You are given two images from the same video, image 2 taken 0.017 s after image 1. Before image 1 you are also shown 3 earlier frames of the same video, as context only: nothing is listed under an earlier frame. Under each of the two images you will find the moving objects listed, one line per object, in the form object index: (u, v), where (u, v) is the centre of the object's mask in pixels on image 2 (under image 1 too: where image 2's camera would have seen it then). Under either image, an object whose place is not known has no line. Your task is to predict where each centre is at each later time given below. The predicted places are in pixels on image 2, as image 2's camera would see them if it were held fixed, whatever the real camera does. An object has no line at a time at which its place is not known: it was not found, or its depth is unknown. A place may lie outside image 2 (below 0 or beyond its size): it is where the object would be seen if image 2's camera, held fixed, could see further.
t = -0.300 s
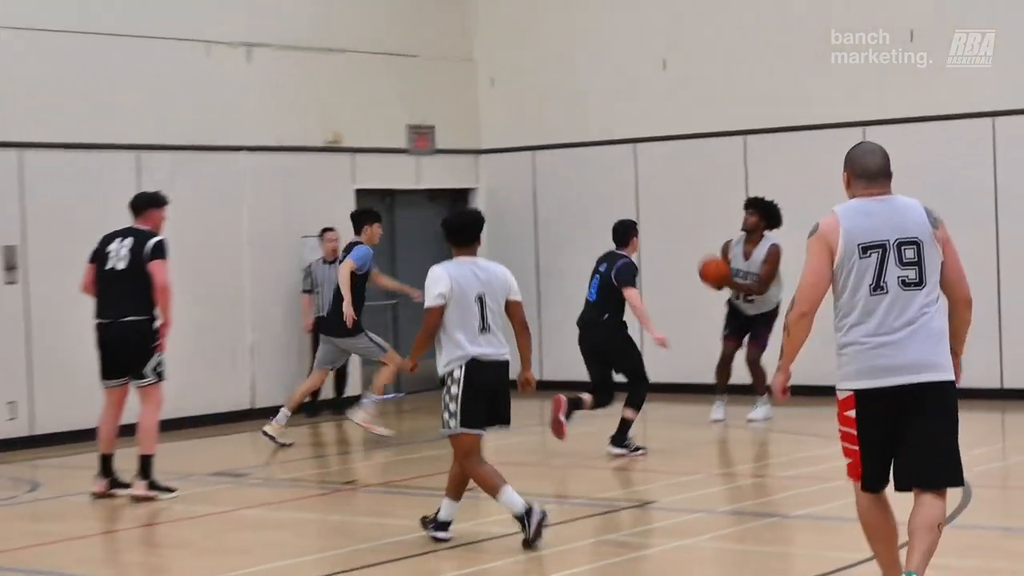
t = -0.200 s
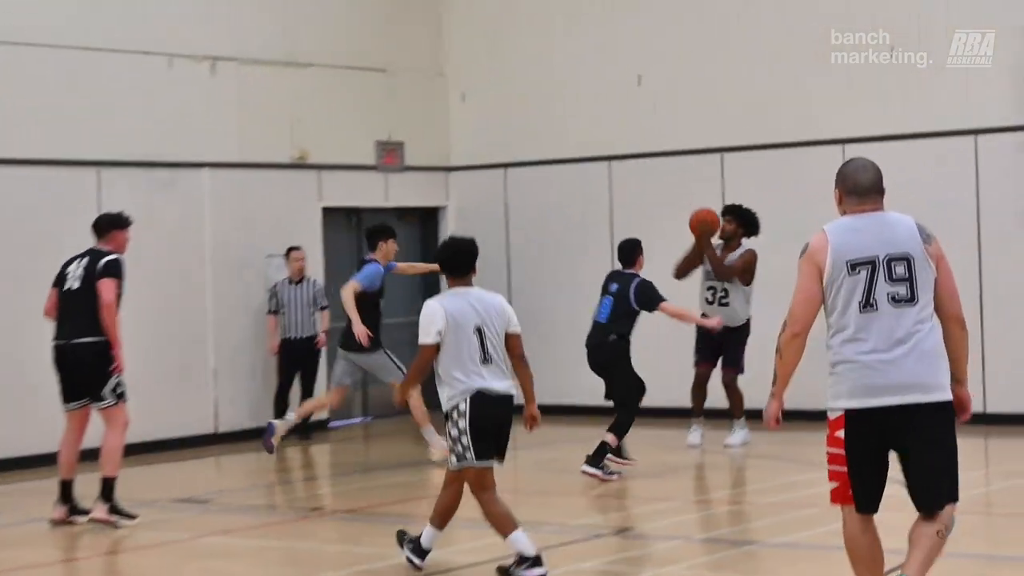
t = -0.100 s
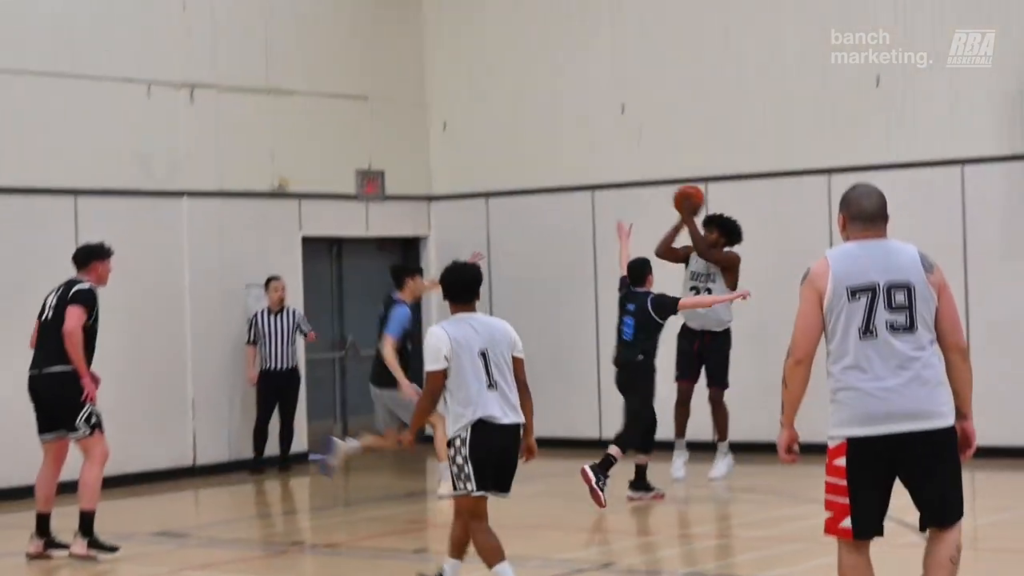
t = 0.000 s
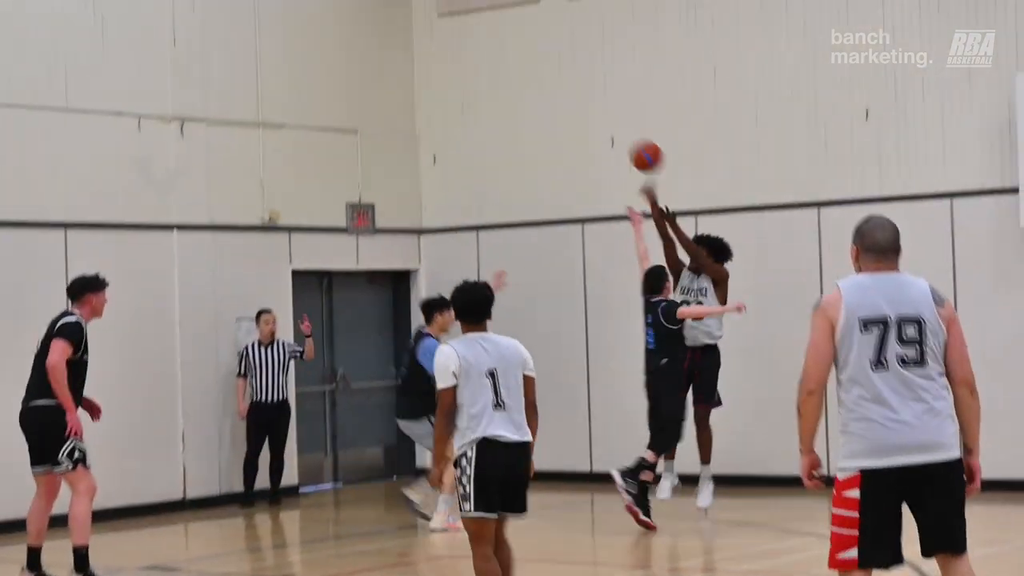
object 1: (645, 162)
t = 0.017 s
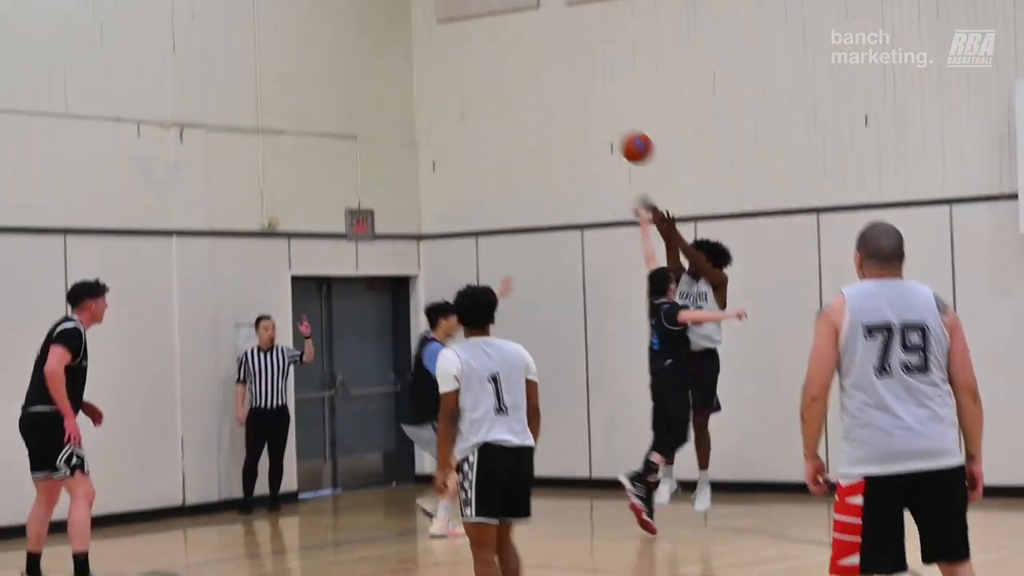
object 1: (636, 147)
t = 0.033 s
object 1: (627, 133)
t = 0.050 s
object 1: (618, 118)
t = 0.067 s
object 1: (609, 104)
